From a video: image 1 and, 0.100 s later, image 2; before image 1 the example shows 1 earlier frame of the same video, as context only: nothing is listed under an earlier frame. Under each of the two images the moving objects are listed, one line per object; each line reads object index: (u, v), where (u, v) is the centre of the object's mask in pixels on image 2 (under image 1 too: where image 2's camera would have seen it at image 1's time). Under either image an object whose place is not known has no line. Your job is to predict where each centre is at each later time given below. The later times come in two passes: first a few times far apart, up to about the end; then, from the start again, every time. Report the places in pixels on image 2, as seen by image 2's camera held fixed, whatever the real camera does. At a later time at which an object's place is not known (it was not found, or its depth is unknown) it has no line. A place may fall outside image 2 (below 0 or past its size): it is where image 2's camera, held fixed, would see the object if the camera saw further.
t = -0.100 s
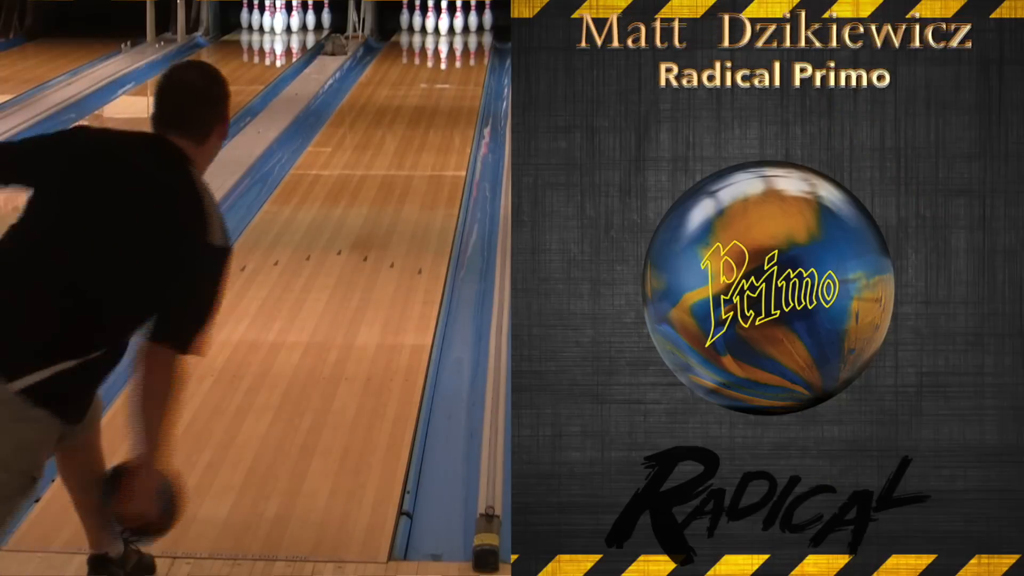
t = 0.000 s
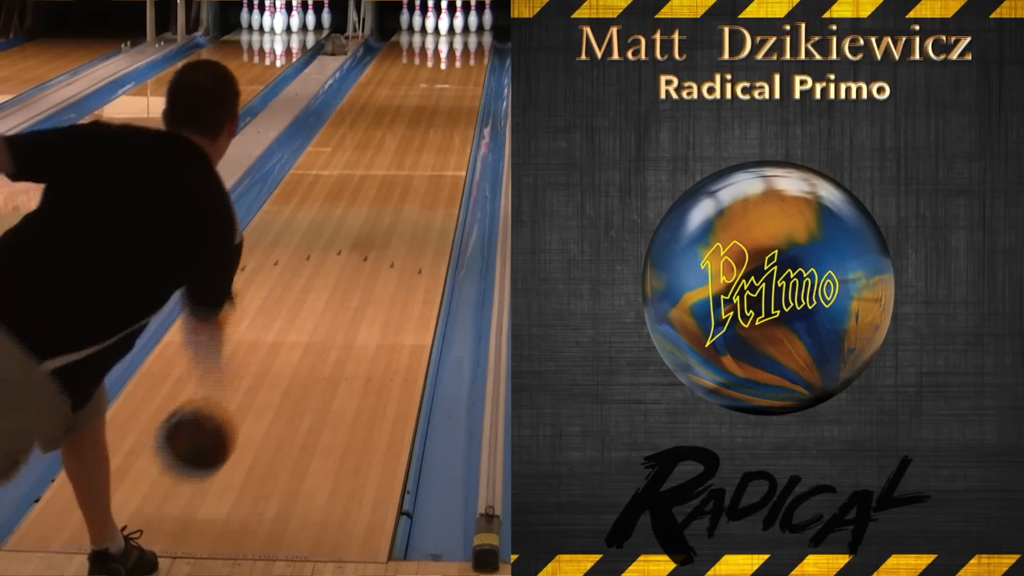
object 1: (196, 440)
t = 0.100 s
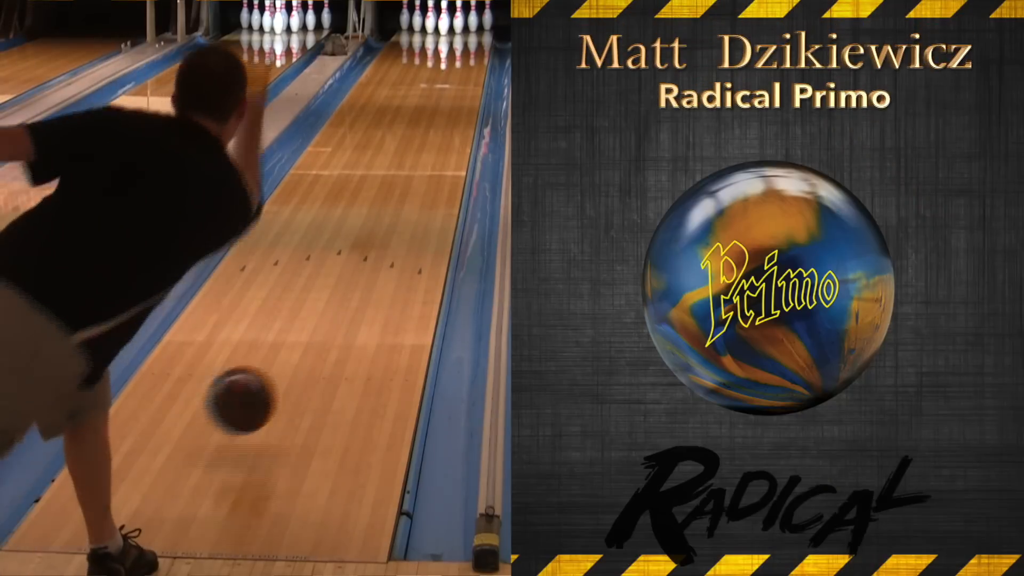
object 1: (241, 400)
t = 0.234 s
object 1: (288, 350)
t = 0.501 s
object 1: (353, 256)
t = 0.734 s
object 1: (391, 197)
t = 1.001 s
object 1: (421, 148)
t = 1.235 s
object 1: (441, 116)
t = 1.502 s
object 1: (457, 86)
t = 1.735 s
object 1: (466, 66)
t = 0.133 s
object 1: (255, 395)
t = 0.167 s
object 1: (266, 384)
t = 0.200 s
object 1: (278, 365)
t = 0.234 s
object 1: (288, 350)
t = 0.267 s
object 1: (298, 337)
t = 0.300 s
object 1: (307, 324)
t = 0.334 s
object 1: (315, 311)
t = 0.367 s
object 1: (324, 299)
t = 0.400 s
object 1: (332, 287)
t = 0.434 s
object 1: (339, 276)
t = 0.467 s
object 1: (346, 266)
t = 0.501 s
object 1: (353, 256)
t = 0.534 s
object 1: (359, 245)
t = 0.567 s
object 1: (365, 237)
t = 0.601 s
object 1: (371, 228)
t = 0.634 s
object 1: (376, 220)
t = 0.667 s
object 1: (381, 212)
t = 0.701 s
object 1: (386, 204)
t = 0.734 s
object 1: (391, 197)
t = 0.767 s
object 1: (395, 190)
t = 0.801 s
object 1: (400, 183)
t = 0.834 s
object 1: (404, 176)
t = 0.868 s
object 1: (408, 170)
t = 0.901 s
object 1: (411, 164)
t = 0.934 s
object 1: (415, 158)
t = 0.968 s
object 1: (418, 153)
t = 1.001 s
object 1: (421, 148)
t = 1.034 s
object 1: (425, 143)
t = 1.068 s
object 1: (428, 138)
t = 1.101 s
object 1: (431, 133)
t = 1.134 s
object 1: (434, 128)
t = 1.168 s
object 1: (436, 124)
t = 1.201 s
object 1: (439, 119)
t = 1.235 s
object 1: (441, 116)
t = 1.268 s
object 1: (444, 111)
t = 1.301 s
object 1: (446, 107)
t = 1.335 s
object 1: (447, 103)
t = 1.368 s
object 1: (450, 100)
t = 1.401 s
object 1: (452, 97)
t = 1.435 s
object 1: (454, 93)
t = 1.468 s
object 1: (455, 90)
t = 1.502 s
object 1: (457, 86)
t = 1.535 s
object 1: (459, 83)
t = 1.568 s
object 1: (460, 80)
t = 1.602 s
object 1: (462, 77)
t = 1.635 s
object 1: (463, 74)
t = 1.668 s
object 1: (464, 72)
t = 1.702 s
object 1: (465, 69)
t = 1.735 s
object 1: (466, 66)
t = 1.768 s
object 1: (467, 64)
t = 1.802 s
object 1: (467, 61)
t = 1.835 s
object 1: (467, 59)
